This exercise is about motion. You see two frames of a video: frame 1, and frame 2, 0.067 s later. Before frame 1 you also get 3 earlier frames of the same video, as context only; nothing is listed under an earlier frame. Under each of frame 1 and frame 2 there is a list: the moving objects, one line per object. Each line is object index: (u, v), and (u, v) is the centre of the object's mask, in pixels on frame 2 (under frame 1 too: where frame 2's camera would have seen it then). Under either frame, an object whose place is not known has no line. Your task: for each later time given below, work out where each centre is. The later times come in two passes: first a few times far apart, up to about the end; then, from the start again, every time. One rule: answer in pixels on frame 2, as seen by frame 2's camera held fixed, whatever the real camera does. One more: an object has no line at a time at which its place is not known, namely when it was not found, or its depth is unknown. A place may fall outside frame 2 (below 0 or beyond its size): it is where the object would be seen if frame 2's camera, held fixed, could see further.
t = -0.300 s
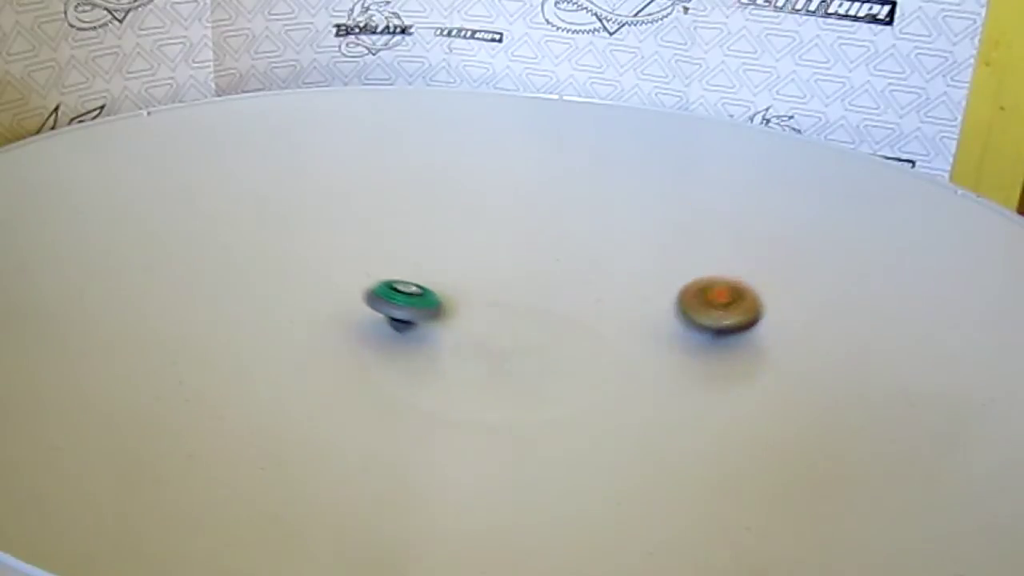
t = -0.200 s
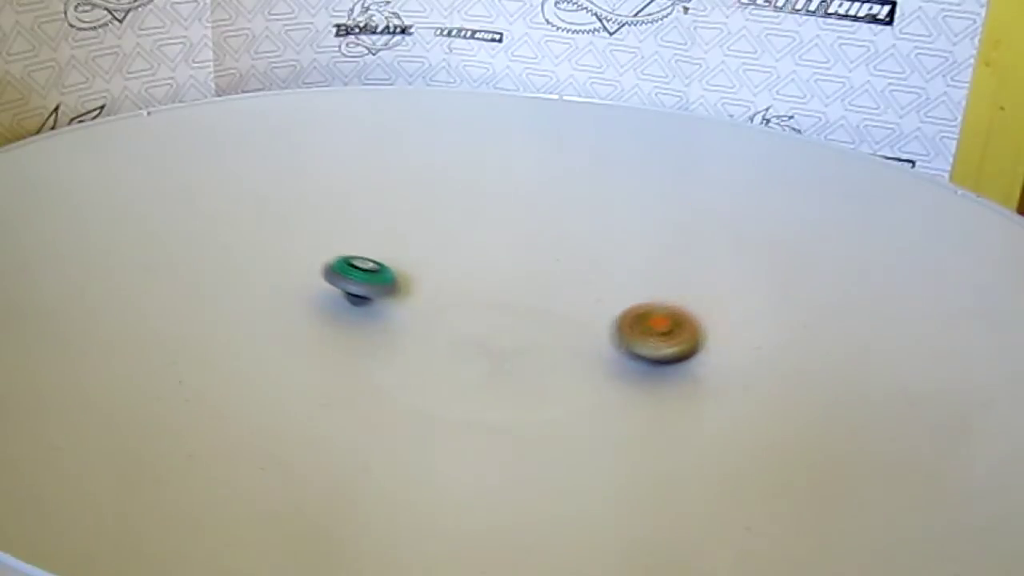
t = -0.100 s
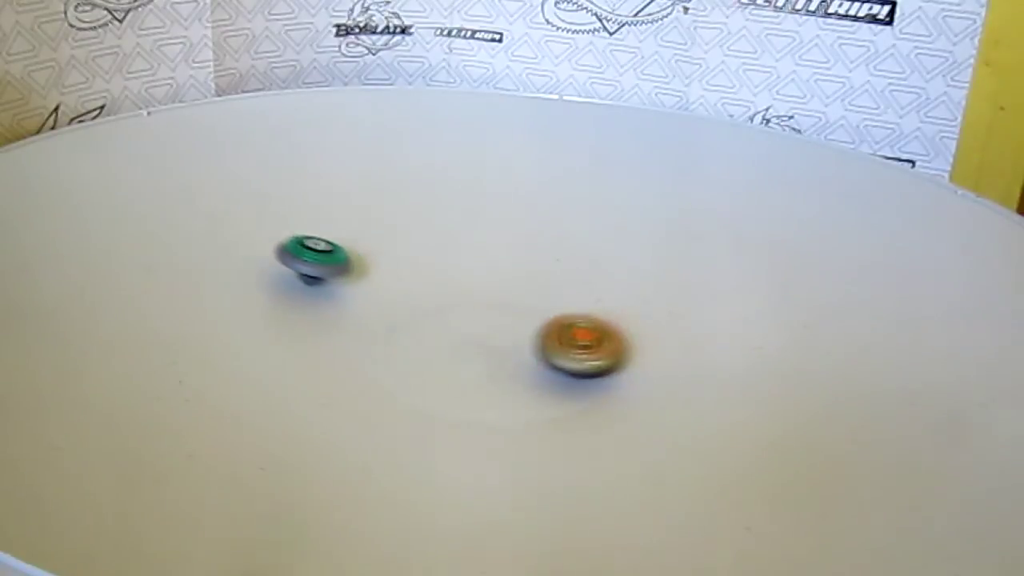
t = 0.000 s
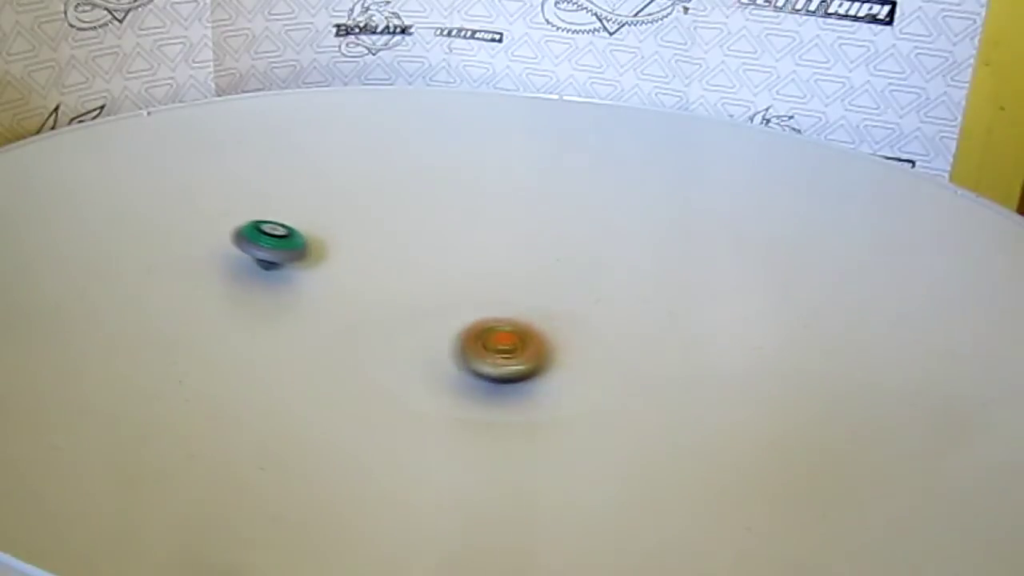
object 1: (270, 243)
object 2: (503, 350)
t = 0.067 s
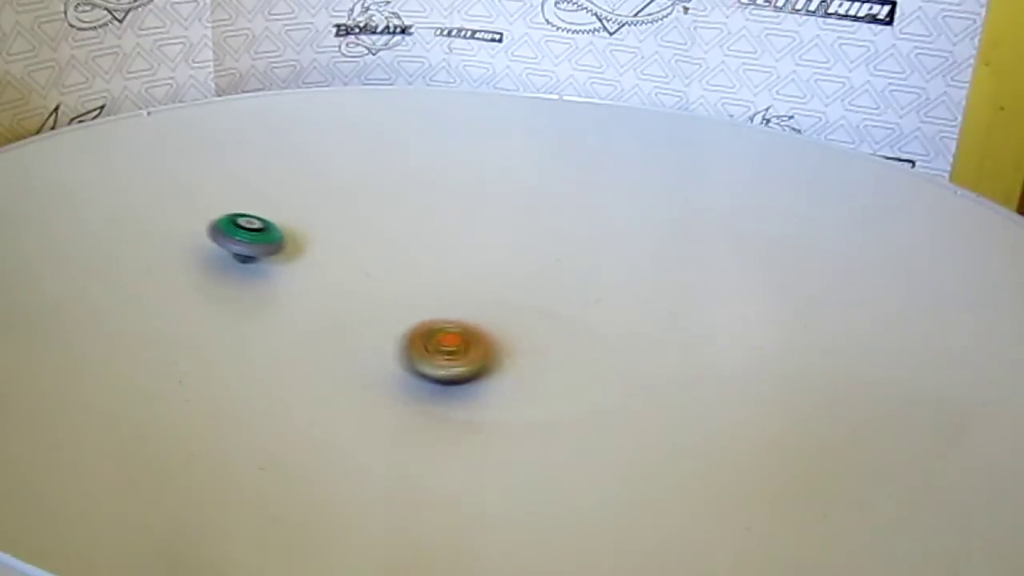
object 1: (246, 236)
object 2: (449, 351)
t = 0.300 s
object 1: (208, 241)
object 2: (259, 332)
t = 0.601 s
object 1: (323, 281)
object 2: (143, 258)
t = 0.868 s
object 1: (482, 275)
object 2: (221, 242)
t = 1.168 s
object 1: (607, 247)
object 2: (421, 301)
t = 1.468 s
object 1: (657, 225)
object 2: (605, 371)
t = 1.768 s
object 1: (640, 254)
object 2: (742, 433)
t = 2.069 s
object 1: (630, 321)
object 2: (677, 463)
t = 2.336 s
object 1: (635, 386)
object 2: (548, 405)
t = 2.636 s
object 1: (721, 397)
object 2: (347, 321)
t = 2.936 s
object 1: (637, 400)
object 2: (334, 227)
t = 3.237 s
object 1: (491, 396)
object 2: (430, 196)
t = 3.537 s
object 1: (355, 380)
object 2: (536, 249)
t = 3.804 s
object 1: (292, 361)
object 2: (561, 323)
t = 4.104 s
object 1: (306, 337)
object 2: (549, 407)
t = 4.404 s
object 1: (363, 300)
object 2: (423, 445)
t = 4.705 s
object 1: (415, 261)
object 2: (342, 398)
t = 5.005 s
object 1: (457, 241)
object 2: (428, 338)
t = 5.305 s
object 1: (505, 250)
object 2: (536, 292)
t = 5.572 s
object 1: (528, 250)
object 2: (643, 295)
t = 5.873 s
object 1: (562, 285)
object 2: (700, 323)
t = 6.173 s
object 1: (612, 312)
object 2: (638, 382)
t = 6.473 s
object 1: (618, 334)
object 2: (452, 391)
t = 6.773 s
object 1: (621, 351)
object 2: (323, 337)
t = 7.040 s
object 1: (590, 377)
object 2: (329, 285)
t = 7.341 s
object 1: (547, 387)
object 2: (432, 266)
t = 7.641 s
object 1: (495, 389)
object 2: (543, 284)
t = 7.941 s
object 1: (443, 382)
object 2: (621, 311)
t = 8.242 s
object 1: (400, 366)
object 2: (654, 360)
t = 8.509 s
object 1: (372, 343)
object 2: (587, 392)
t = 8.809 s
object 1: (366, 321)
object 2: (476, 380)
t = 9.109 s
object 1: (379, 302)
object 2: (411, 354)
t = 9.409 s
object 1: (411, 285)
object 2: (358, 327)
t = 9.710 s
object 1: (454, 277)
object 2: (374, 283)
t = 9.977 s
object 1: (513, 277)
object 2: (417, 267)
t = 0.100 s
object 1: (236, 234)
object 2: (421, 352)
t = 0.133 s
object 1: (226, 233)
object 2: (393, 354)
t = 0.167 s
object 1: (219, 233)
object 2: (365, 354)
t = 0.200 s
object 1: (213, 234)
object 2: (337, 351)
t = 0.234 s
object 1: (211, 235)
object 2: (308, 345)
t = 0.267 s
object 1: (209, 238)
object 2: (283, 339)
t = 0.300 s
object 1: (208, 241)
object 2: (259, 332)
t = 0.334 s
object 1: (209, 245)
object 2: (238, 324)
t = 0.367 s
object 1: (213, 250)
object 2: (218, 315)
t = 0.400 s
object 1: (219, 254)
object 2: (203, 307)
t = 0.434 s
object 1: (229, 258)
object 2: (188, 296)
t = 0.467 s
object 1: (242, 265)
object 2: (179, 288)
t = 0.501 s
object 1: (258, 272)
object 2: (164, 280)
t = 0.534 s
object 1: (282, 275)
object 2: (153, 272)
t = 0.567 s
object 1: (302, 278)
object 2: (146, 265)
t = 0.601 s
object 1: (323, 281)
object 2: (143, 258)
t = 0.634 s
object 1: (342, 282)
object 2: (143, 252)
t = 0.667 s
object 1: (362, 283)
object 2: (146, 247)
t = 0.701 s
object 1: (381, 284)
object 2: (152, 244)
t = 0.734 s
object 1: (401, 284)
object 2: (162, 241)
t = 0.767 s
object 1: (419, 284)
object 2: (173, 239)
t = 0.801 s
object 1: (439, 281)
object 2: (187, 239)
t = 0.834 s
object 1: (460, 278)
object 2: (203, 240)
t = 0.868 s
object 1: (482, 275)
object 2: (221, 242)
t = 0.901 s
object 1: (500, 273)
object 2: (240, 246)
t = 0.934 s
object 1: (517, 270)
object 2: (261, 250)
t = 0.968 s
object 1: (531, 267)
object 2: (282, 256)
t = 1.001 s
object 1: (546, 264)
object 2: (306, 263)
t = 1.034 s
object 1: (560, 260)
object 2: (328, 270)
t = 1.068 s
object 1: (572, 257)
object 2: (352, 277)
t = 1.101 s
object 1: (585, 254)
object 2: (376, 285)
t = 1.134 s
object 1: (596, 250)
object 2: (400, 293)
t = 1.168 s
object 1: (607, 247)
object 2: (421, 301)
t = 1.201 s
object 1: (617, 243)
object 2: (440, 309)
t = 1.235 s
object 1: (625, 240)
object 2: (457, 317)
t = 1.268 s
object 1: (633, 236)
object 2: (476, 324)
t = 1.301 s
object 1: (640, 233)
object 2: (496, 332)
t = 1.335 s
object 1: (645, 230)
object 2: (517, 340)
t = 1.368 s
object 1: (650, 228)
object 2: (538, 348)
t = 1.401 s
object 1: (653, 226)
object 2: (559, 356)
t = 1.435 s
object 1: (656, 226)
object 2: (582, 363)
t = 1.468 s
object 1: (657, 225)
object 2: (605, 371)
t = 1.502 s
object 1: (657, 225)
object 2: (627, 378)
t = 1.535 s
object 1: (656, 226)
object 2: (647, 385)
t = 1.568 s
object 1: (655, 227)
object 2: (665, 392)
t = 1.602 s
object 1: (653, 230)
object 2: (682, 399)
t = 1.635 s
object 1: (651, 234)
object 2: (697, 406)
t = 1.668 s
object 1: (648, 238)
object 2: (711, 413)
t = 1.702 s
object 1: (645, 242)
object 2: (724, 420)
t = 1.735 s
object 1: (643, 248)
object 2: (734, 426)
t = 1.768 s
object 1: (640, 254)
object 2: (742, 433)
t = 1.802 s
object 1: (638, 260)
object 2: (746, 439)
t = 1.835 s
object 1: (636, 267)
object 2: (748, 445)
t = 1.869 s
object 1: (635, 275)
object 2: (747, 450)
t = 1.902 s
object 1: (634, 282)
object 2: (743, 455)
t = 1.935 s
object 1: (633, 290)
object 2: (736, 459)
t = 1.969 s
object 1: (632, 298)
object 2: (725, 462)
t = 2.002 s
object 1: (631, 306)
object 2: (711, 464)
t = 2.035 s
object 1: (630, 313)
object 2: (694, 464)
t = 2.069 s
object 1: (630, 321)
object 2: (677, 463)
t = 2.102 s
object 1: (630, 330)
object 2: (658, 461)
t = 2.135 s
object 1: (629, 338)
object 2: (639, 456)
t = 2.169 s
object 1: (630, 346)
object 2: (621, 451)
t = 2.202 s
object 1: (630, 355)
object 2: (605, 444)
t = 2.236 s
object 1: (630, 363)
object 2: (589, 436)
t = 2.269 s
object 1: (630, 372)
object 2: (575, 426)
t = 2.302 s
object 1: (632, 378)
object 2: (561, 416)
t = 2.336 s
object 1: (635, 386)
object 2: (548, 405)
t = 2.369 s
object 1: (660, 386)
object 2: (506, 399)
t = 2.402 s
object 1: (686, 386)
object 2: (466, 391)
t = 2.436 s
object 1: (704, 388)
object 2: (434, 381)
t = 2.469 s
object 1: (716, 389)
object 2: (410, 371)
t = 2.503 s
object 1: (722, 391)
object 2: (393, 360)
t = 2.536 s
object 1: (724, 393)
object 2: (380, 351)
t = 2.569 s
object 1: (724, 395)
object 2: (369, 341)
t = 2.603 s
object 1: (723, 396)
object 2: (357, 331)
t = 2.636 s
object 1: (721, 397)
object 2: (347, 321)
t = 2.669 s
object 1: (716, 398)
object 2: (339, 309)
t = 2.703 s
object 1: (711, 399)
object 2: (333, 298)
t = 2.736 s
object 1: (705, 399)
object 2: (328, 286)
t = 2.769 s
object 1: (697, 399)
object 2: (326, 275)
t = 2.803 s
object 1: (687, 400)
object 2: (324, 264)
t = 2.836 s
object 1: (677, 400)
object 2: (324, 254)
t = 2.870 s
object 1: (665, 400)
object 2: (326, 245)
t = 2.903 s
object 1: (652, 400)
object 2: (329, 236)
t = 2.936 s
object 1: (637, 400)
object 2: (334, 227)
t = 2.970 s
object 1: (621, 400)
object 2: (341, 220)
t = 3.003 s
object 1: (606, 400)
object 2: (350, 212)
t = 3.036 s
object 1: (589, 400)
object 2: (359, 207)
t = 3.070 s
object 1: (573, 399)
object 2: (370, 202)
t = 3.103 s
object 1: (557, 399)
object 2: (381, 200)
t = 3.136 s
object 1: (541, 398)
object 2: (392, 197)
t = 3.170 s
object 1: (523, 397)
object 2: (404, 196)
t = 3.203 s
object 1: (507, 397)
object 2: (417, 196)
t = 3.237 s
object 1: (491, 396)
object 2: (430, 196)
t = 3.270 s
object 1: (474, 395)
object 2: (443, 198)
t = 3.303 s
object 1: (457, 393)
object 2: (456, 202)
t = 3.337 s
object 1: (441, 392)
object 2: (469, 206)
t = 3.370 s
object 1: (425, 390)
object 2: (481, 211)
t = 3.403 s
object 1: (410, 388)
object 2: (493, 217)
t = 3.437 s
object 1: (395, 386)
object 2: (505, 224)
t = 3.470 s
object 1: (381, 384)
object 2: (516, 232)
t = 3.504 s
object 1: (367, 382)
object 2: (526, 240)
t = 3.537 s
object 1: (355, 380)
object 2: (536, 249)
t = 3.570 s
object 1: (343, 377)
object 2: (544, 259)
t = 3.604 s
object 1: (331, 375)
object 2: (551, 269)
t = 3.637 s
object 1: (322, 372)
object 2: (556, 279)
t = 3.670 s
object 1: (314, 370)
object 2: (561, 289)
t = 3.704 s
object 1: (306, 368)
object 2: (562, 297)
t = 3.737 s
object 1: (300, 365)
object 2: (561, 305)
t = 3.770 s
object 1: (295, 363)
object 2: (561, 313)
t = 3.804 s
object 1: (292, 361)
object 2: (561, 323)
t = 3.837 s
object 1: (289, 359)
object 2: (561, 331)
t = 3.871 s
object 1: (287, 356)
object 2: (560, 342)
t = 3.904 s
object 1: (287, 354)
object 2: (559, 351)
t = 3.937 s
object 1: (288, 352)
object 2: (559, 361)
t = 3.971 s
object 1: (289, 349)
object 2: (559, 370)
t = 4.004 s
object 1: (292, 346)
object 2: (559, 380)
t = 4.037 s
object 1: (296, 343)
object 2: (560, 390)
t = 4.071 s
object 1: (300, 340)
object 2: (555, 399)
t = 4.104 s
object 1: (306, 337)
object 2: (549, 407)
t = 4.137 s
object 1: (311, 334)
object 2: (540, 415)
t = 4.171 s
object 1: (317, 330)
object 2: (530, 423)
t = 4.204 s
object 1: (323, 326)
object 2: (518, 429)
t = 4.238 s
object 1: (330, 322)
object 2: (505, 435)
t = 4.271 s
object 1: (336, 318)
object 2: (491, 439)
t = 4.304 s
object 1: (343, 313)
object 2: (475, 443)
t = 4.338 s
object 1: (349, 309)
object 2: (458, 445)
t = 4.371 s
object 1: (356, 305)
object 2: (441, 446)
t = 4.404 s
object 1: (363, 300)
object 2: (423, 445)
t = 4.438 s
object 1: (369, 295)
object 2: (407, 444)
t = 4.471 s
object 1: (376, 291)
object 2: (391, 441)
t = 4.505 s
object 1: (382, 286)
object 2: (377, 437)
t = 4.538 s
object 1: (388, 282)
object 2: (365, 432)
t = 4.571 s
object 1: (393, 277)
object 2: (355, 426)
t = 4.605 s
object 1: (399, 273)
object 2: (348, 420)
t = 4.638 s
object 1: (404, 269)
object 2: (343, 413)
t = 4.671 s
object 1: (410, 265)
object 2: (341, 405)
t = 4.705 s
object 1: (415, 261)
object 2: (342, 398)
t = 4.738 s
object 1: (420, 257)
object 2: (344, 391)
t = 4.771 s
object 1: (425, 254)
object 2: (349, 384)
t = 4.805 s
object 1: (430, 252)
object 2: (357, 377)
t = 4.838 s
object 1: (435, 249)
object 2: (365, 370)
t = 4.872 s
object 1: (440, 246)
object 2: (375, 362)
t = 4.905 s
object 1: (444, 245)
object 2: (387, 355)
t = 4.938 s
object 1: (449, 243)
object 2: (400, 348)
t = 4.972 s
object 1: (453, 242)
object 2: (415, 343)
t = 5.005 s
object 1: (457, 241)
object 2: (428, 338)
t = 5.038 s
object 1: (462, 241)
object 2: (441, 333)
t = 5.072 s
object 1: (467, 241)
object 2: (455, 328)
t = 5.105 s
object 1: (471, 242)
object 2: (467, 322)
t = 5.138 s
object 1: (477, 242)
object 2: (478, 317)
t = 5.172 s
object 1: (482, 244)
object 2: (489, 312)
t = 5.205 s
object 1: (488, 245)
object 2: (501, 307)
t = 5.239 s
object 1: (493, 247)
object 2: (513, 302)
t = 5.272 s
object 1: (499, 248)
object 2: (525, 297)
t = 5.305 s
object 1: (505, 250)
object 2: (536, 292)
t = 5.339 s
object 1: (511, 251)
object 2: (545, 289)
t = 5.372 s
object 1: (513, 247)
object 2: (562, 291)
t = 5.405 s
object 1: (515, 244)
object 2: (577, 293)
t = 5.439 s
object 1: (518, 245)
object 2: (592, 292)
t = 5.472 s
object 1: (520, 245)
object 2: (606, 293)
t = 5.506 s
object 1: (523, 247)
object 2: (619, 293)
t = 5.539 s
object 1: (526, 248)
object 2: (631, 294)
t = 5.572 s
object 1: (528, 250)
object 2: (643, 295)
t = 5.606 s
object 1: (531, 253)
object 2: (654, 296)
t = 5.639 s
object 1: (534, 256)
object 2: (664, 298)
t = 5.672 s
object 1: (537, 259)
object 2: (673, 300)
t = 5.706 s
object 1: (541, 263)
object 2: (681, 303)
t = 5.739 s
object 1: (545, 267)
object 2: (688, 306)
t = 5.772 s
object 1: (548, 271)
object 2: (694, 309)
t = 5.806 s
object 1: (552, 275)
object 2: (698, 313)
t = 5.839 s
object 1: (557, 280)
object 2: (700, 318)
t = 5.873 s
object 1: (562, 285)
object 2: (700, 323)
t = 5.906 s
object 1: (568, 290)
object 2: (698, 328)
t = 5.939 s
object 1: (574, 294)
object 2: (694, 332)
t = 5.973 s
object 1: (584, 299)
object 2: (688, 337)
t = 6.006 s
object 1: (594, 306)
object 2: (680, 341)
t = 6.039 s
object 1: (604, 312)
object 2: (671, 345)
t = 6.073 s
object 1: (609, 314)
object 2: (663, 352)
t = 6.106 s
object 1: (611, 313)
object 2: (659, 364)
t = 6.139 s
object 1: (612, 312)
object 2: (651, 374)
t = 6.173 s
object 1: (612, 312)
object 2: (638, 382)
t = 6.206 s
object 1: (612, 312)
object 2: (621, 387)
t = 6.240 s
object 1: (611, 312)
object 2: (603, 390)
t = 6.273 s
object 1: (609, 312)
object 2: (583, 394)
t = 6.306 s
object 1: (608, 313)
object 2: (561, 395)
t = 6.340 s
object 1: (610, 316)
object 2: (540, 396)
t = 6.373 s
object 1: (612, 320)
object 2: (516, 396)
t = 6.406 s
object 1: (615, 325)
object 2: (495, 395)
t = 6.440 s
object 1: (617, 329)
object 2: (472, 393)
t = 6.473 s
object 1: (618, 334)
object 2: (452, 391)
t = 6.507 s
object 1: (620, 338)
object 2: (431, 387)
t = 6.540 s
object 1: (622, 343)
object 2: (412, 383)
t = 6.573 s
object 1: (623, 347)
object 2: (394, 377)
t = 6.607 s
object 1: (623, 350)
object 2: (377, 371)
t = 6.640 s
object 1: (623, 350)
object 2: (362, 365)
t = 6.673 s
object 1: (623, 351)
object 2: (349, 359)
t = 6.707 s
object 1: (623, 351)
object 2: (339, 352)
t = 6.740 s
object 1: (622, 351)
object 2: (330, 344)
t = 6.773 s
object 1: (621, 351)
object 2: (323, 337)
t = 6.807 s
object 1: (618, 352)
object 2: (317, 330)
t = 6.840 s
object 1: (614, 356)
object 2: (314, 323)
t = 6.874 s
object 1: (611, 360)
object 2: (312, 315)
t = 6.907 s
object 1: (606, 364)
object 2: (312, 309)
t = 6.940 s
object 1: (602, 368)
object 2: (314, 303)
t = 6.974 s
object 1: (598, 372)
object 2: (317, 296)
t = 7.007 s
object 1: (593, 375)
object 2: (322, 291)
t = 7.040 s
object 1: (590, 377)
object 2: (329, 285)
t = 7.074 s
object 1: (588, 378)
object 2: (336, 281)
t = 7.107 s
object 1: (587, 378)
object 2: (345, 277)
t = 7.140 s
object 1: (586, 378)
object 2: (355, 274)
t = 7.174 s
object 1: (582, 379)
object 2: (365, 271)
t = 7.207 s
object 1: (578, 379)
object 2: (377, 269)
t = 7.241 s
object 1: (570, 381)
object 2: (390, 267)
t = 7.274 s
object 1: (562, 383)
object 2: (403, 266)
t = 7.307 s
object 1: (554, 385)
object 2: (417, 266)
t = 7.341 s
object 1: (547, 387)
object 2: (432, 266)
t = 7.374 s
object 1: (540, 388)
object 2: (446, 266)
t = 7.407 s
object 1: (538, 389)
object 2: (460, 268)
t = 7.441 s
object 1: (537, 389)
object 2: (474, 269)
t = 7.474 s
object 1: (535, 388)
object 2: (487, 272)
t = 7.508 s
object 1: (532, 388)
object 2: (501, 274)
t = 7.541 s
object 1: (525, 388)
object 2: (514, 276)
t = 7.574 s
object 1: (515, 389)
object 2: (526, 279)
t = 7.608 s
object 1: (505, 389)
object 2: (535, 282)
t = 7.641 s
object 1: (495, 389)
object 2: (543, 284)
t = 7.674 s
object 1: (490, 389)
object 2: (550, 286)
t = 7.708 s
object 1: (484, 388)
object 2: (558, 288)
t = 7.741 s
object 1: (479, 388)
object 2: (566, 290)
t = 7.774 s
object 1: (475, 387)
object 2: (574, 292)
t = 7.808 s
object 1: (470, 387)
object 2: (582, 294)
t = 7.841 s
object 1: (465, 386)
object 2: (591, 297)
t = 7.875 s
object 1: (459, 385)
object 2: (602, 301)
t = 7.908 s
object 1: (451, 384)
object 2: (612, 306)
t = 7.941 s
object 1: (443, 382)
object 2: (621, 311)
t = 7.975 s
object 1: (438, 381)
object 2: (629, 316)
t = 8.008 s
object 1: (433, 378)
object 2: (637, 321)
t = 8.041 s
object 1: (425, 377)
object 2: (643, 326)
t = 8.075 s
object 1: (417, 374)
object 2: (648, 332)
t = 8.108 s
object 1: (411, 372)
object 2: (652, 337)
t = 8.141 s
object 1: (406, 370)
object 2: (654, 343)
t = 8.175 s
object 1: (403, 369)
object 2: (656, 349)
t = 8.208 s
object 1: (402, 368)
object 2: (656, 354)
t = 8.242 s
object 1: (400, 366)
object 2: (654, 360)
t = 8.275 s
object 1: (394, 363)
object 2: (651, 365)
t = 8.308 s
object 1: (389, 360)
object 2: (646, 371)
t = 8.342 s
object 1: (384, 357)
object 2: (640, 375)
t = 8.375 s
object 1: (381, 354)
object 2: (632, 380)
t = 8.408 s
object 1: (379, 352)
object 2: (622, 384)
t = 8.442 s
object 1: (377, 350)
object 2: (612, 387)
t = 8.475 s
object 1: (374, 346)
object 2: (600, 389)
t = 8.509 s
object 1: (372, 343)
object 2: (587, 392)
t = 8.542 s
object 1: (371, 342)
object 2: (573, 394)
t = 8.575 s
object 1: (369, 339)
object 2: (558, 394)
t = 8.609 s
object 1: (366, 335)
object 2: (542, 394)
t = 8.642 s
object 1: (365, 332)
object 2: (528, 393)
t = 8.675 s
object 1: (365, 330)
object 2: (513, 391)
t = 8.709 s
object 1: (365, 328)
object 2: (499, 389)
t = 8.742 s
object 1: (365, 325)
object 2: (489, 386)
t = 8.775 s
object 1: (366, 323)
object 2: (483, 383)
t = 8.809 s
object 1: (366, 321)
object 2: (476, 380)
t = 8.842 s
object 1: (367, 318)
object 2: (469, 377)
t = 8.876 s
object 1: (368, 315)
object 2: (461, 374)
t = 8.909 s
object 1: (369, 313)
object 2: (454, 372)
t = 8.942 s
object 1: (370, 311)
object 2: (447, 368)
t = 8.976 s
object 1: (372, 308)
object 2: (439, 365)
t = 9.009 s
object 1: (374, 305)
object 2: (433, 363)
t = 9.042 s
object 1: (376, 304)
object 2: (425, 360)
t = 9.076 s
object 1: (377, 304)
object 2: (418, 357)
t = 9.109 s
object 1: (379, 302)
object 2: (411, 354)
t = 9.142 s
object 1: (382, 299)
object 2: (405, 351)
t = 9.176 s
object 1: (386, 296)
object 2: (398, 349)
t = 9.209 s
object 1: (391, 294)
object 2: (391, 346)
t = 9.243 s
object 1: (394, 292)
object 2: (385, 344)
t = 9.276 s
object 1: (397, 290)
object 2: (379, 341)
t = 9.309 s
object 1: (401, 288)
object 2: (374, 338)
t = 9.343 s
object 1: (405, 287)
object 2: (367, 336)
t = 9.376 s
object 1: (408, 286)
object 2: (362, 332)
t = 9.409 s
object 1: (411, 285)
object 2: (358, 327)
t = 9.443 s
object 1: (415, 284)
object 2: (354, 322)
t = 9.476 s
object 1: (420, 283)
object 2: (352, 316)
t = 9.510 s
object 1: (425, 281)
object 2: (352, 311)
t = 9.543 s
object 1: (430, 280)
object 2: (352, 305)
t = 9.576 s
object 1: (435, 279)
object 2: (354, 300)
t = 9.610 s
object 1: (440, 278)
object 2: (358, 295)
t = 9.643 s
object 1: (445, 277)
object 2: (362, 291)
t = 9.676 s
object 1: (450, 277)
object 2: (367, 287)
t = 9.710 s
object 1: (454, 277)
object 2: (374, 283)
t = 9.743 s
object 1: (462, 276)
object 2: (379, 280)
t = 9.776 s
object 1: (477, 276)
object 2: (378, 276)
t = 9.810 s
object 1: (487, 275)
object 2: (381, 274)
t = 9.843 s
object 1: (495, 275)
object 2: (386, 271)
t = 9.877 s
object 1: (500, 276)
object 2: (393, 269)
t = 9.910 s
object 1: (504, 276)
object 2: (400, 268)
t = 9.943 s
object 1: (508, 276)
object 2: (409, 267)
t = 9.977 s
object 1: (513, 277)
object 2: (417, 267)
